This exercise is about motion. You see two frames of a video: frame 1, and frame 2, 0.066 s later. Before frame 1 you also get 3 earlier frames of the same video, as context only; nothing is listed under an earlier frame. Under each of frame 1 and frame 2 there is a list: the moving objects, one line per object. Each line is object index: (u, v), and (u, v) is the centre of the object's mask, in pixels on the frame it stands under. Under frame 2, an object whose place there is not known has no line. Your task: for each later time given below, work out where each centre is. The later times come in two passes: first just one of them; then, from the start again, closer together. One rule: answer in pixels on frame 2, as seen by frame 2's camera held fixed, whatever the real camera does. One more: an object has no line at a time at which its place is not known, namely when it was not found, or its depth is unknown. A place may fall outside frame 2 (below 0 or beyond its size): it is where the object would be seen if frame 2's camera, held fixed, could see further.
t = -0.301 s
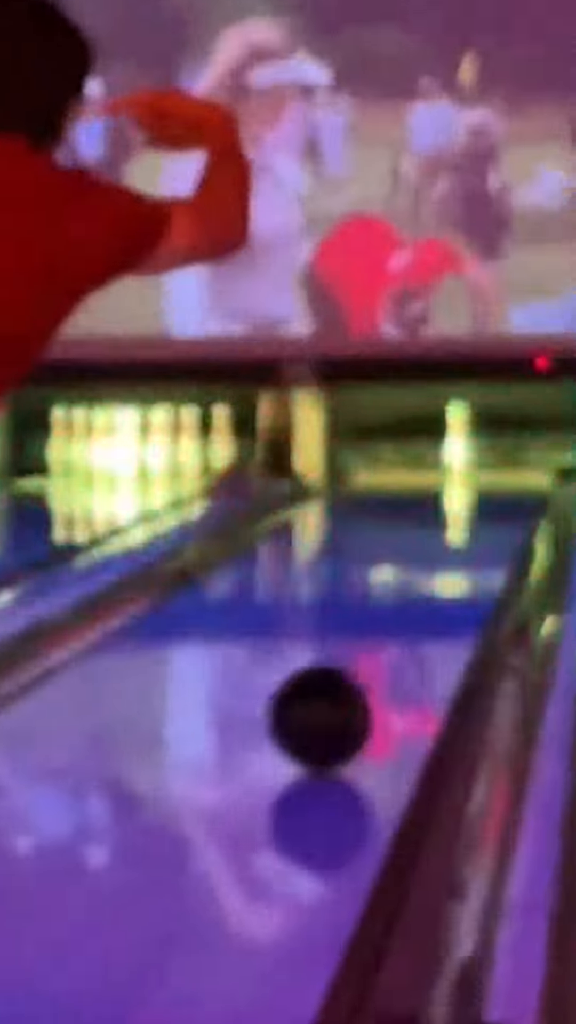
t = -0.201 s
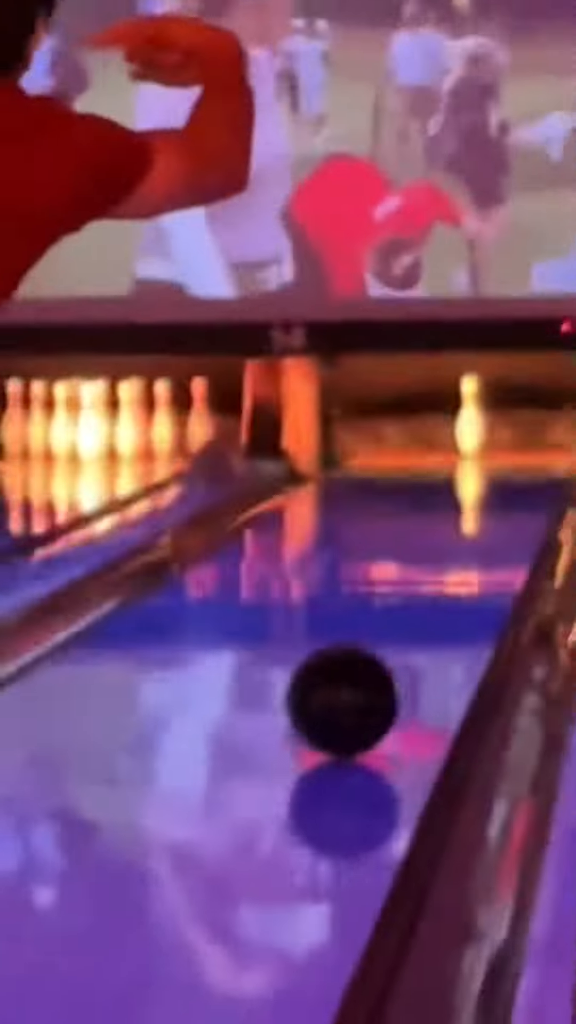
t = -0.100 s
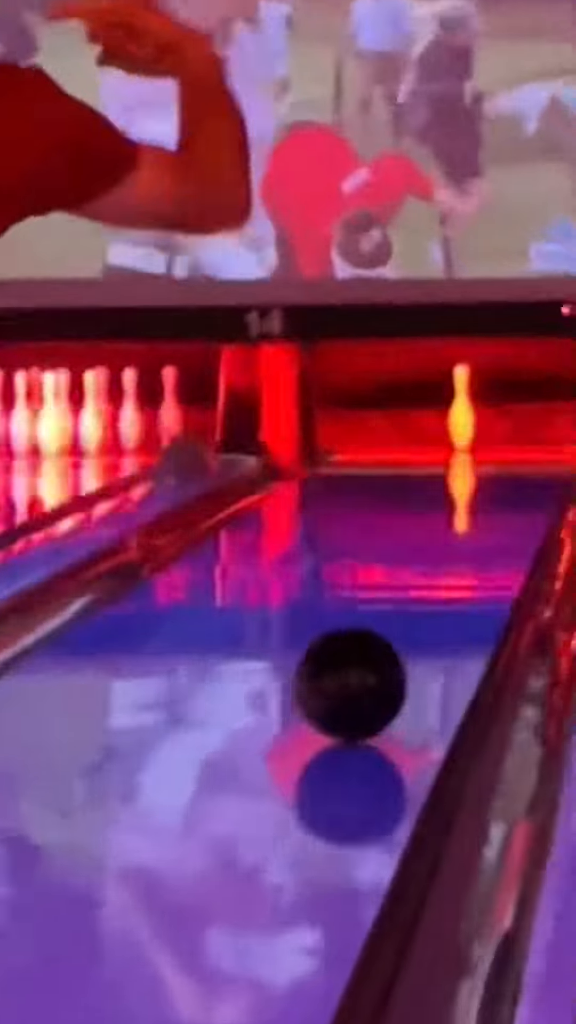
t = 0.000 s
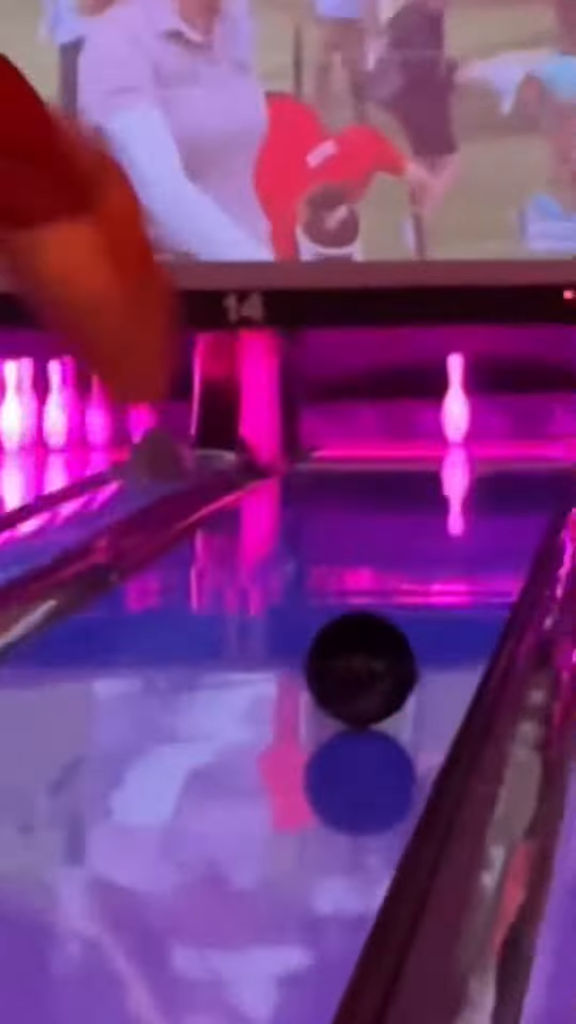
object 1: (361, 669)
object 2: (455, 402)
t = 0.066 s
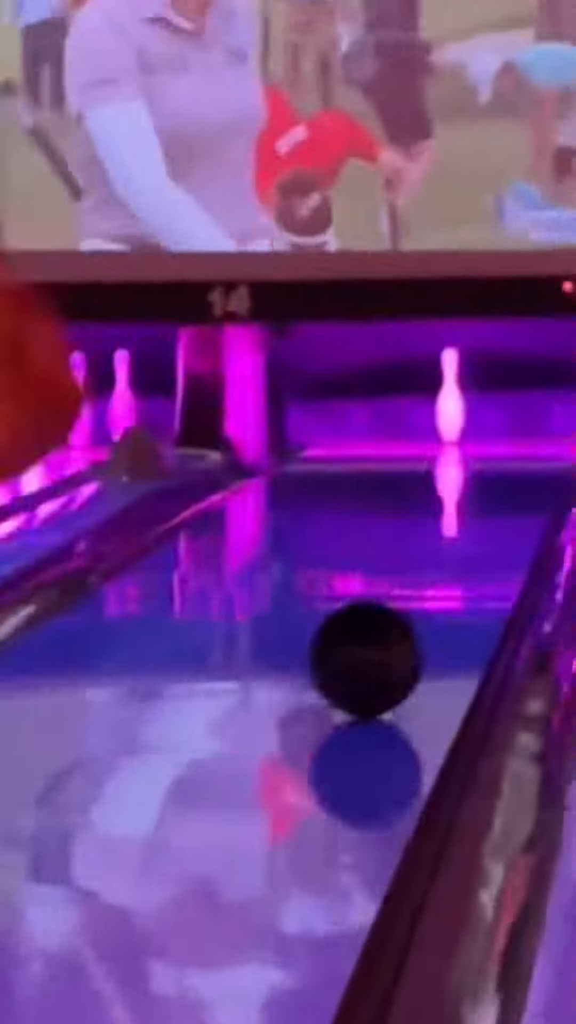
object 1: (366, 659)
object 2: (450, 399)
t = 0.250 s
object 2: (441, 398)
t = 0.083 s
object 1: (370, 655)
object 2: (450, 398)
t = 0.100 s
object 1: (373, 651)
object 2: (449, 398)
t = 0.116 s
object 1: (376, 646)
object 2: (448, 397)
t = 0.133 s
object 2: (447, 398)
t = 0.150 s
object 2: (446, 399)
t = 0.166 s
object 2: (444, 399)
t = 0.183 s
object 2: (443, 400)
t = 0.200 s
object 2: (441, 400)
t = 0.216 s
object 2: (442, 400)
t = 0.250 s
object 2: (441, 398)
